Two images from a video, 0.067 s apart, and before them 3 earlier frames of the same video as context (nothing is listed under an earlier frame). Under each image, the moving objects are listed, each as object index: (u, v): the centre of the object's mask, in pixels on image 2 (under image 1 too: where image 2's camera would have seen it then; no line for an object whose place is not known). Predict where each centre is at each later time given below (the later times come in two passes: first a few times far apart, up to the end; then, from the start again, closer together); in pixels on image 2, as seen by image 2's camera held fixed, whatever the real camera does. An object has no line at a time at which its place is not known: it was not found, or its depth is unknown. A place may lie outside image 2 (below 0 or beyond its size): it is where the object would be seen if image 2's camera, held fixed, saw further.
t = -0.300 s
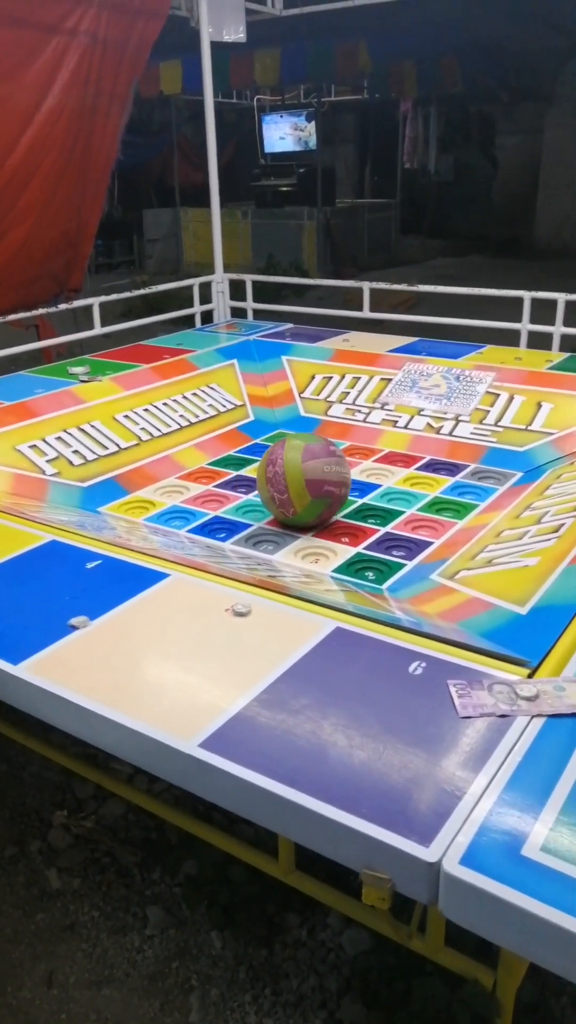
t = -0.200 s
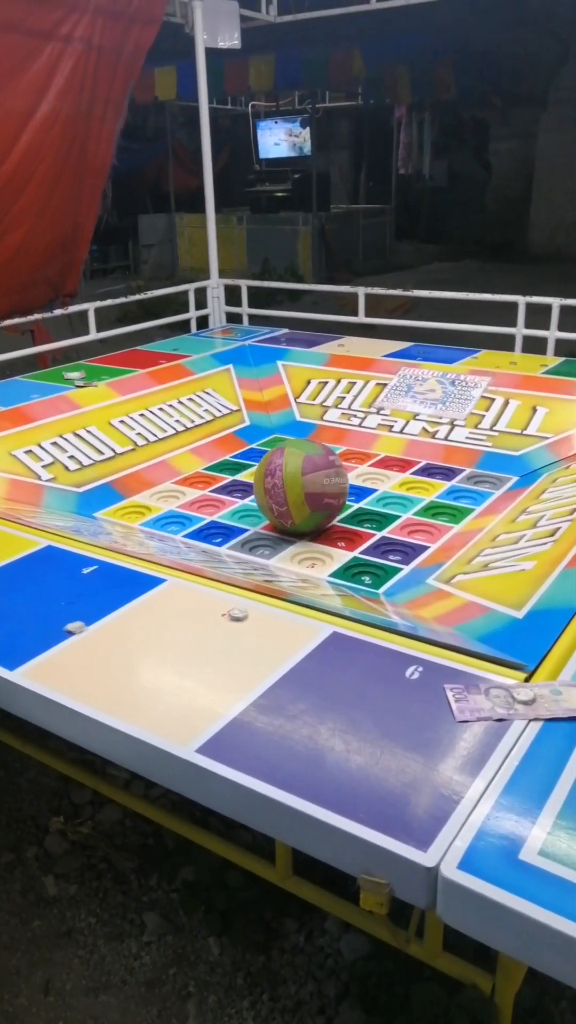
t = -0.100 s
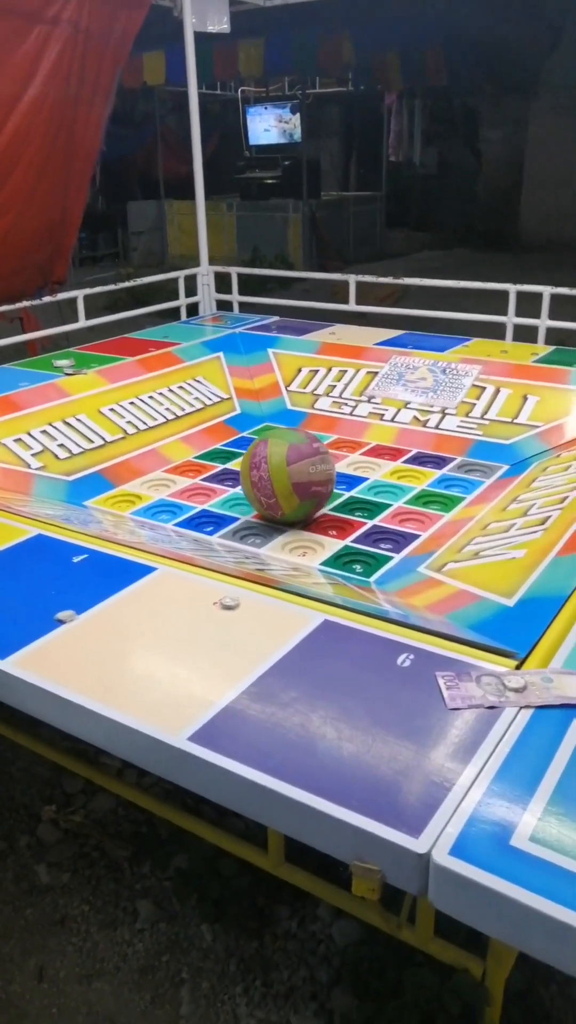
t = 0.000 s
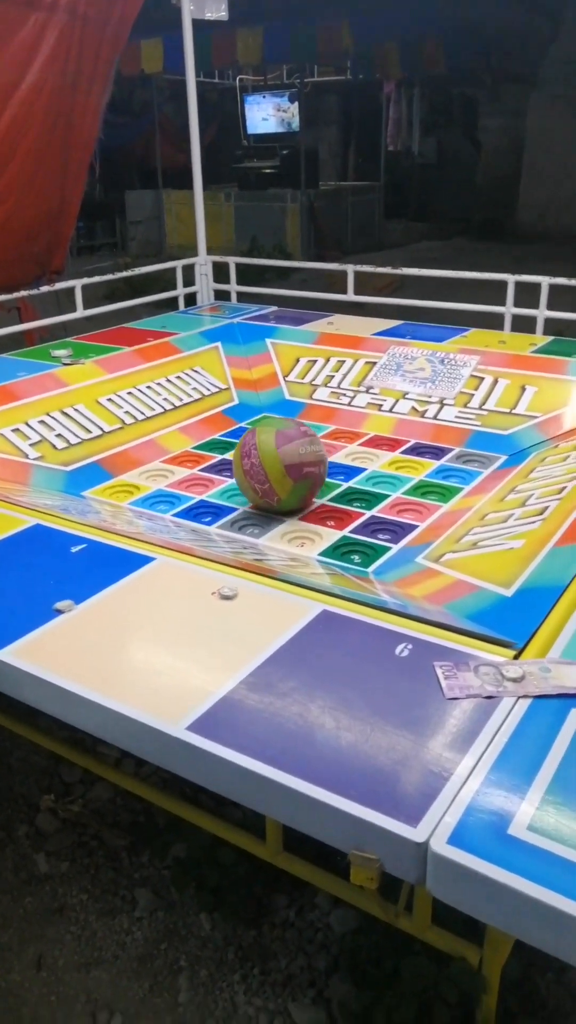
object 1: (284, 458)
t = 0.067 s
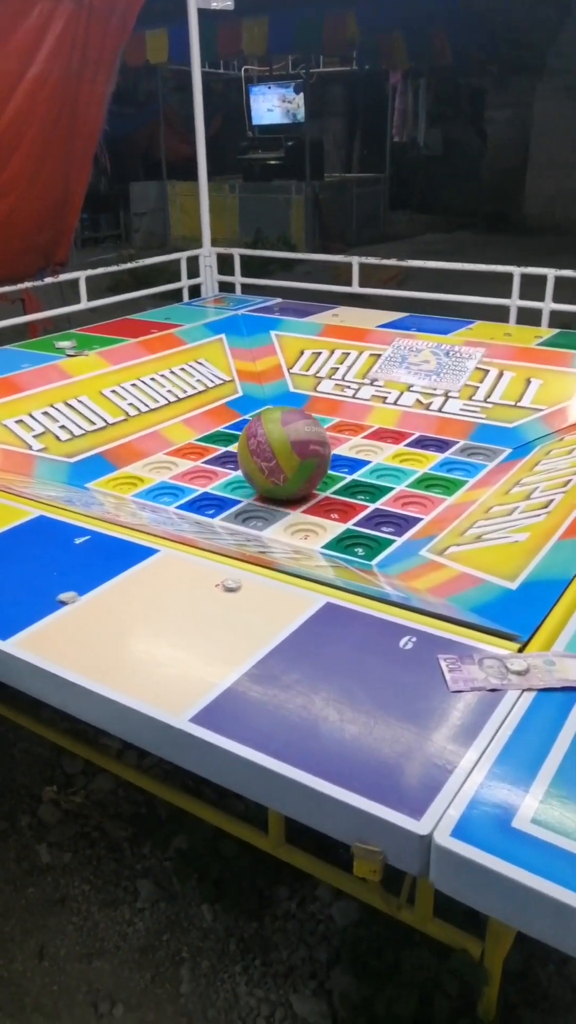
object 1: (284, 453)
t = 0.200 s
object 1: (291, 449)
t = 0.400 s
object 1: (296, 446)
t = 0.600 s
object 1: (298, 443)
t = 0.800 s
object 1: (295, 439)
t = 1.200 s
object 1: (289, 431)
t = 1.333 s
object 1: (285, 428)
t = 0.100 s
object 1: (286, 452)
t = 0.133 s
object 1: (288, 450)
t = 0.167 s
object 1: (289, 450)
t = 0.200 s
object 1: (291, 449)
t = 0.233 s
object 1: (292, 449)
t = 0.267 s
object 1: (293, 448)
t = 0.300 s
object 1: (294, 448)
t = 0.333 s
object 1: (295, 447)
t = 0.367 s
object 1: (295, 447)
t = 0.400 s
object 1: (296, 446)
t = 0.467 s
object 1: (297, 445)
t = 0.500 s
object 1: (298, 445)
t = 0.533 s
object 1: (298, 444)
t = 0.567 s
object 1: (298, 444)
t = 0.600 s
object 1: (298, 443)
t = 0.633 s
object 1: (297, 442)
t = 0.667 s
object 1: (297, 442)
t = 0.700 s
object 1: (297, 441)
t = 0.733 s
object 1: (296, 441)
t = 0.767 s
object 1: (296, 439)
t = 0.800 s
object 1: (295, 439)
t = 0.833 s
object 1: (295, 438)
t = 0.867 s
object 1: (295, 437)
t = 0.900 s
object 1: (294, 437)
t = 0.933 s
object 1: (294, 436)
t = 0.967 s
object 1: (293, 435)
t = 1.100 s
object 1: (291, 433)
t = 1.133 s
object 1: (290, 433)
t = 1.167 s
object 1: (290, 432)
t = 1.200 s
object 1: (289, 431)
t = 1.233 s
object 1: (289, 430)
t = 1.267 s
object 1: (287, 430)
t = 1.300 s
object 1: (287, 429)
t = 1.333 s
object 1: (285, 428)
